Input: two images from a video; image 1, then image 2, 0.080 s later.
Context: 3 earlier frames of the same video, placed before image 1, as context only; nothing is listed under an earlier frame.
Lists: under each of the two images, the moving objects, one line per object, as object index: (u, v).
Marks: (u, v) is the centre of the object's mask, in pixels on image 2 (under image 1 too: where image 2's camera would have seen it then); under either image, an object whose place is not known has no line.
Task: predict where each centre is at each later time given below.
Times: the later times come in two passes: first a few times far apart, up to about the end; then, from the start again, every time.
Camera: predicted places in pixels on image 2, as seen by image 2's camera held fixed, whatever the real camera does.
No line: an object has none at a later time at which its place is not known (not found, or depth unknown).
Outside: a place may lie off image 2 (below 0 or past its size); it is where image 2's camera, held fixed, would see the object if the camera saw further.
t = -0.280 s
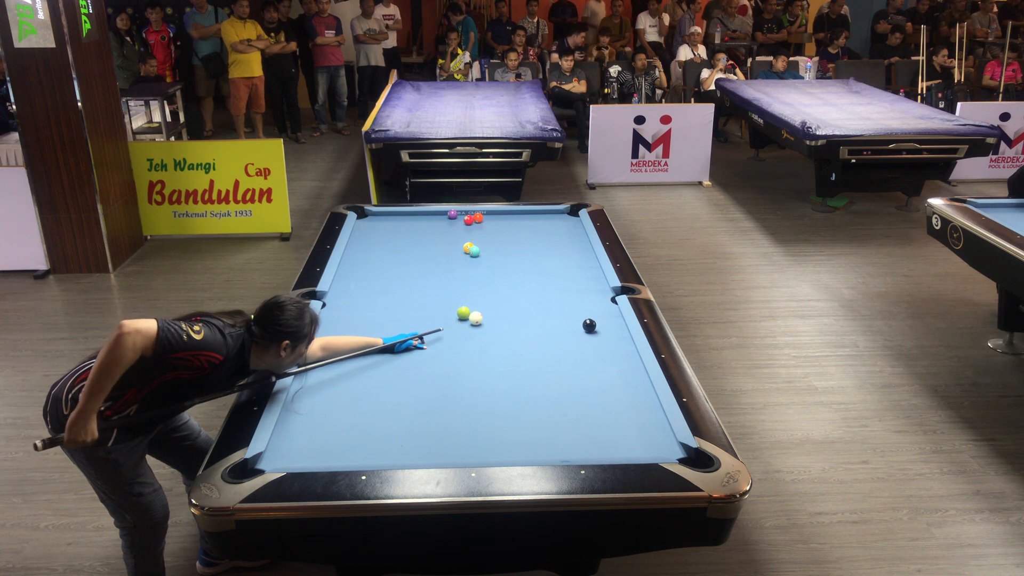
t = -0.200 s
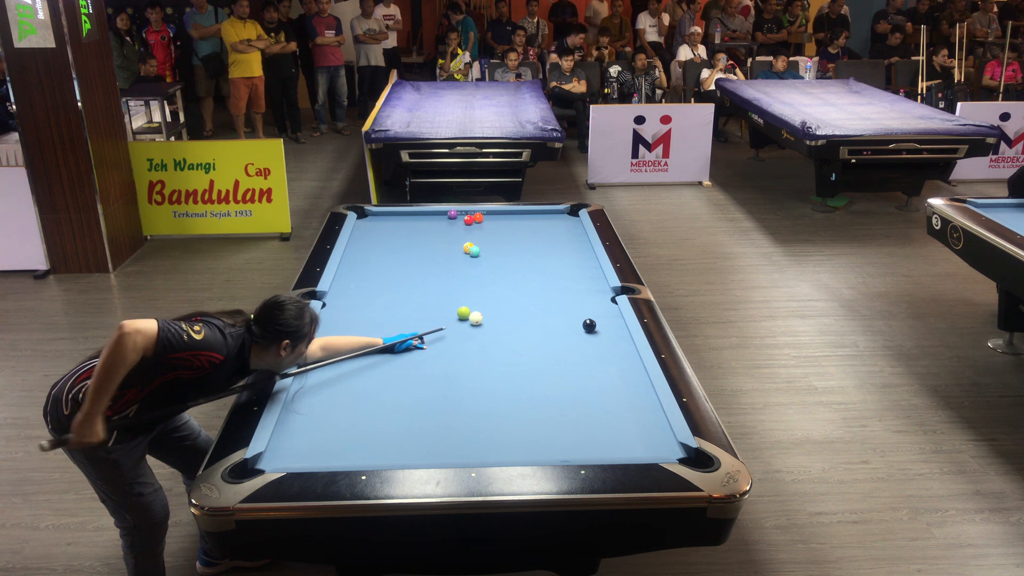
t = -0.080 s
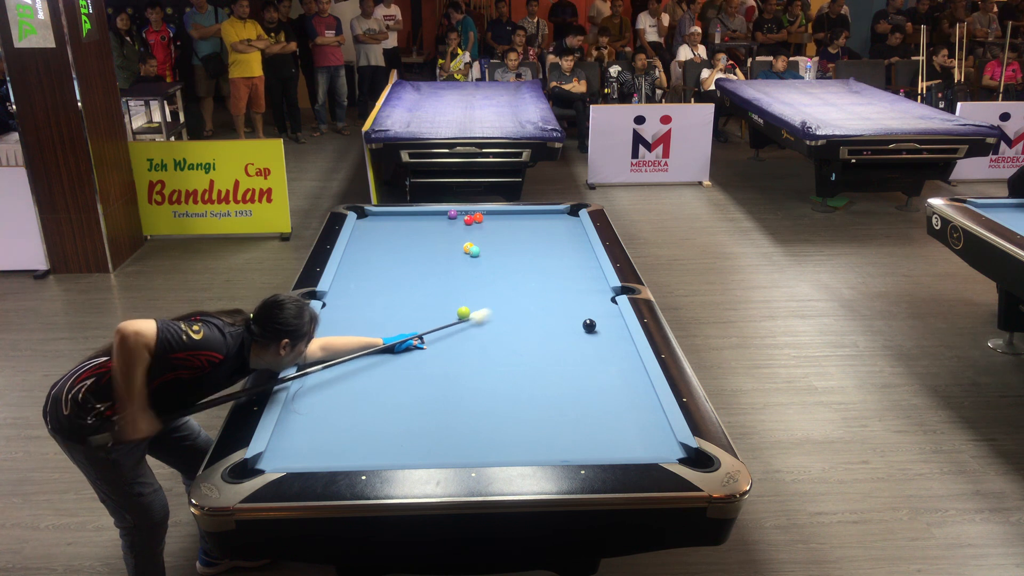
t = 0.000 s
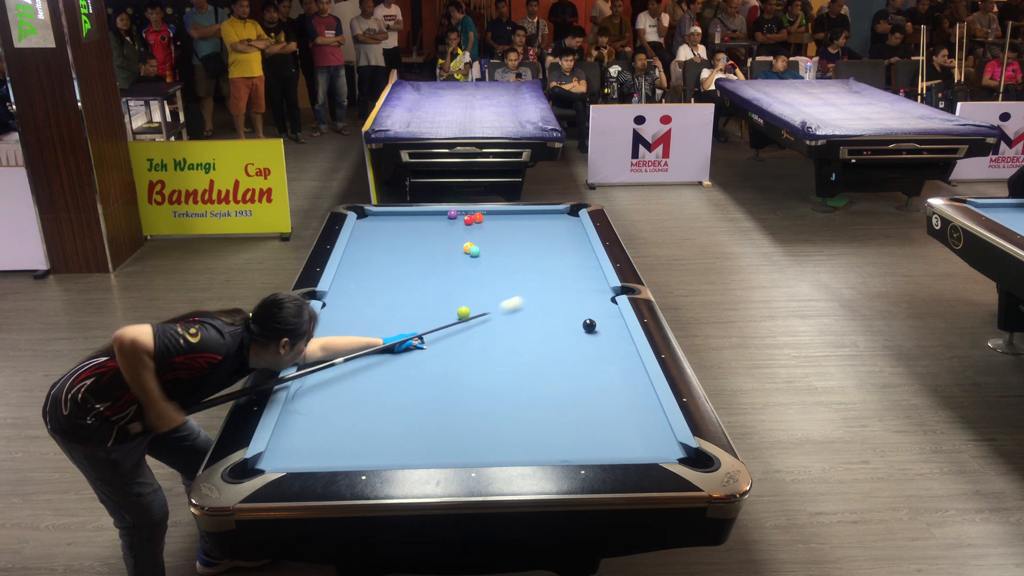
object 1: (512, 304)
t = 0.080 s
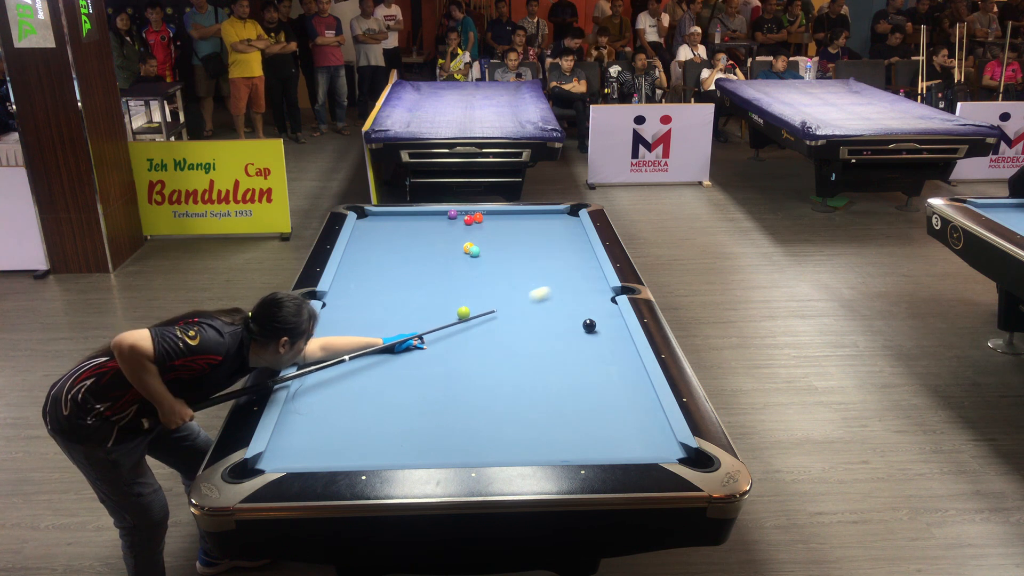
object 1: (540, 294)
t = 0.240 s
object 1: (587, 276)
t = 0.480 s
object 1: (560, 260)
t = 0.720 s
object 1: (523, 246)
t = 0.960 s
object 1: (489, 234)
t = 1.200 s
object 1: (459, 223)
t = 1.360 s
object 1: (440, 216)
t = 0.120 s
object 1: (553, 289)
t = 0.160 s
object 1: (565, 284)
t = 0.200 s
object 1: (576, 280)
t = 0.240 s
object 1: (587, 276)
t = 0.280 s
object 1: (596, 272)
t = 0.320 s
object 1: (590, 269)
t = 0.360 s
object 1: (581, 267)
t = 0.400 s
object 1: (574, 264)
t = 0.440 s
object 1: (567, 262)
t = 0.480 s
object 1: (560, 260)
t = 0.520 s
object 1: (554, 257)
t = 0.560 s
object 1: (547, 255)
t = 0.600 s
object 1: (541, 253)
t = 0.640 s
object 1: (535, 250)
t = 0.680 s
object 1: (529, 248)
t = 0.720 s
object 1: (523, 246)
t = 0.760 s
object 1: (517, 244)
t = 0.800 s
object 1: (511, 242)
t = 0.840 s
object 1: (505, 240)
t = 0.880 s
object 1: (500, 238)
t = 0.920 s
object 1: (495, 236)
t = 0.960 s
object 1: (489, 234)
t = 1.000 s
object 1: (484, 232)
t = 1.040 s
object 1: (479, 230)
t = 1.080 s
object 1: (474, 228)
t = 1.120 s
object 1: (469, 227)
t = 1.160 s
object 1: (464, 225)
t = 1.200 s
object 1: (459, 223)
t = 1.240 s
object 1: (454, 221)
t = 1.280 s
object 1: (449, 220)
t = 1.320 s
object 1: (445, 218)
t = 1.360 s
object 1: (440, 216)
